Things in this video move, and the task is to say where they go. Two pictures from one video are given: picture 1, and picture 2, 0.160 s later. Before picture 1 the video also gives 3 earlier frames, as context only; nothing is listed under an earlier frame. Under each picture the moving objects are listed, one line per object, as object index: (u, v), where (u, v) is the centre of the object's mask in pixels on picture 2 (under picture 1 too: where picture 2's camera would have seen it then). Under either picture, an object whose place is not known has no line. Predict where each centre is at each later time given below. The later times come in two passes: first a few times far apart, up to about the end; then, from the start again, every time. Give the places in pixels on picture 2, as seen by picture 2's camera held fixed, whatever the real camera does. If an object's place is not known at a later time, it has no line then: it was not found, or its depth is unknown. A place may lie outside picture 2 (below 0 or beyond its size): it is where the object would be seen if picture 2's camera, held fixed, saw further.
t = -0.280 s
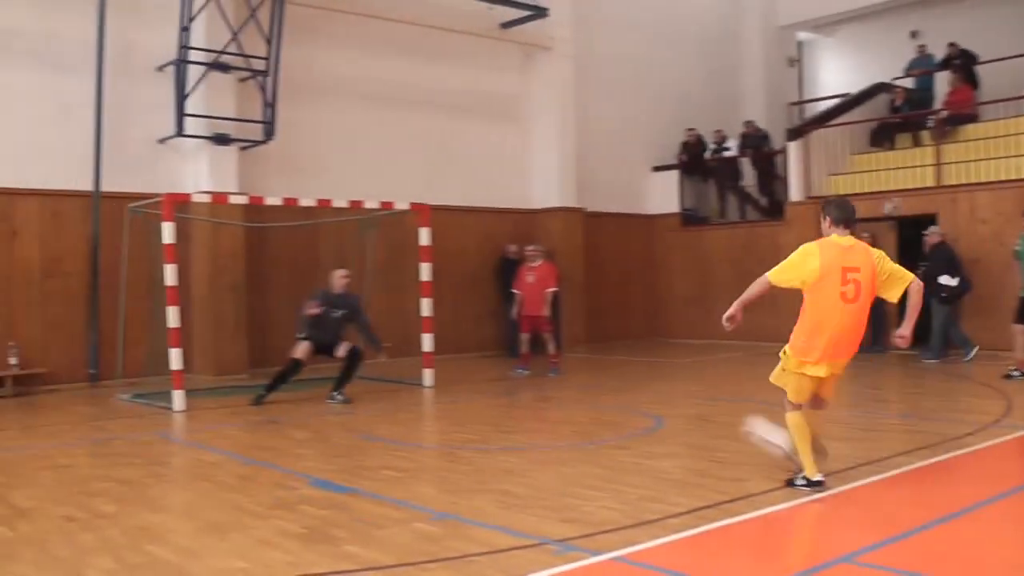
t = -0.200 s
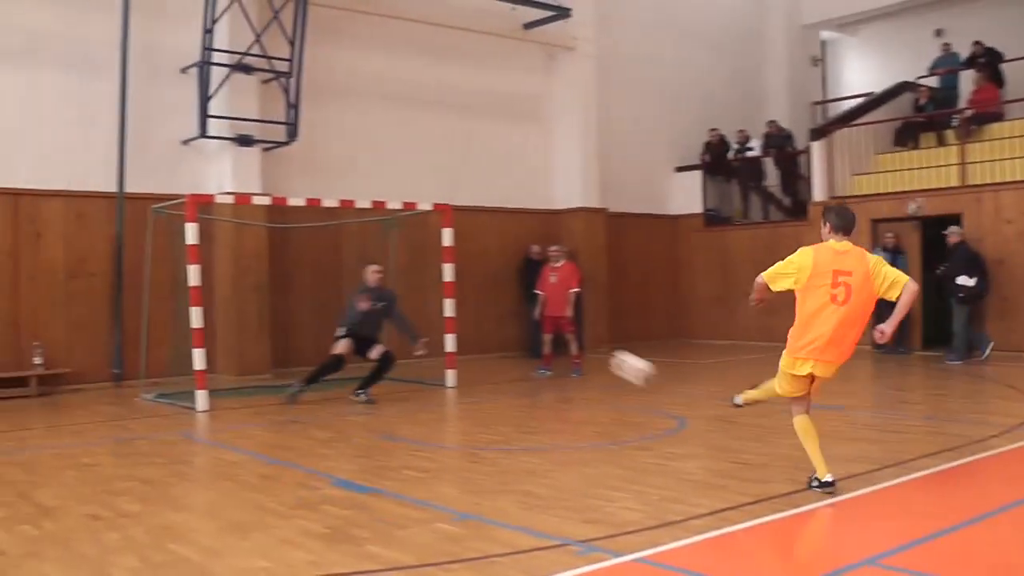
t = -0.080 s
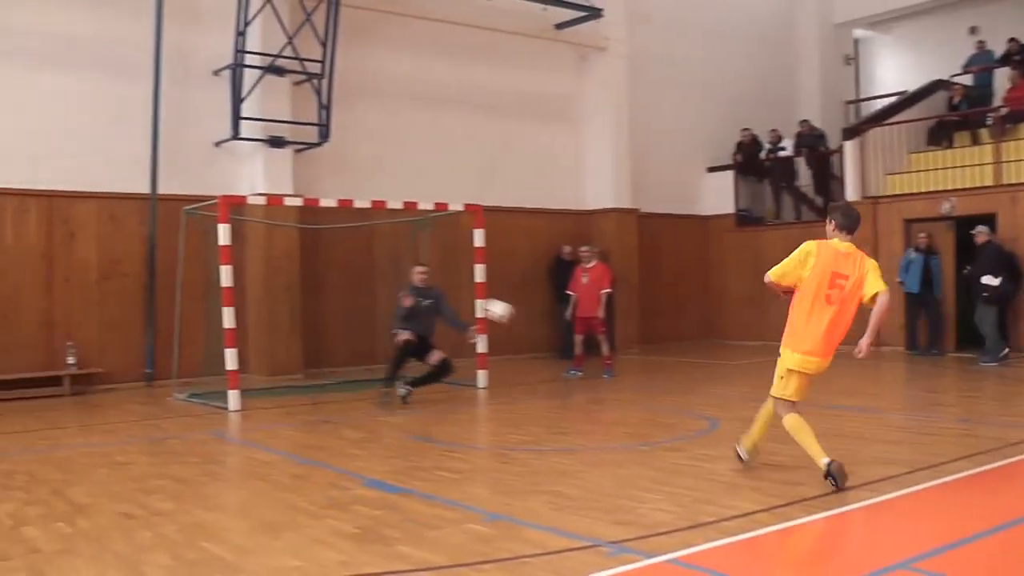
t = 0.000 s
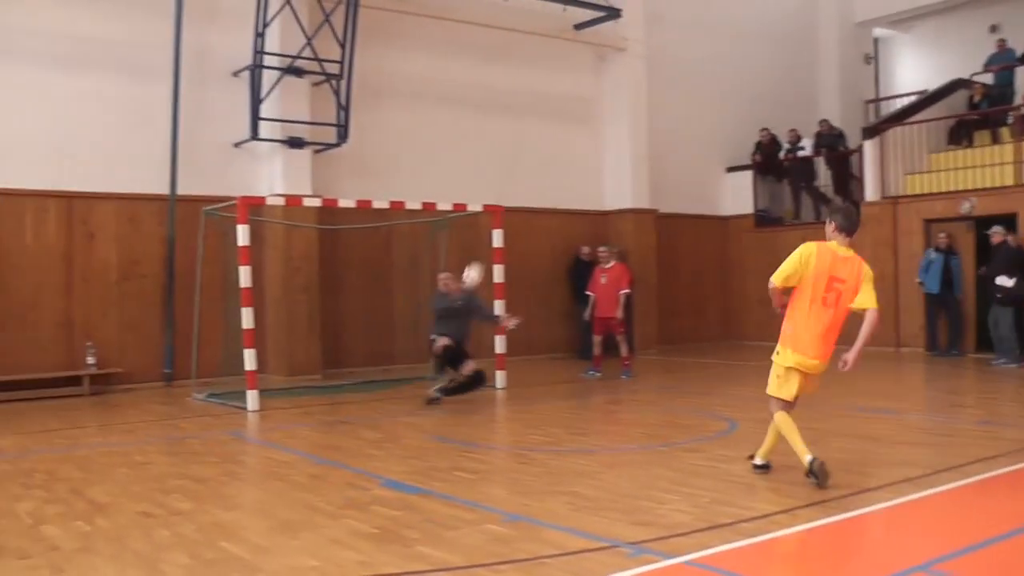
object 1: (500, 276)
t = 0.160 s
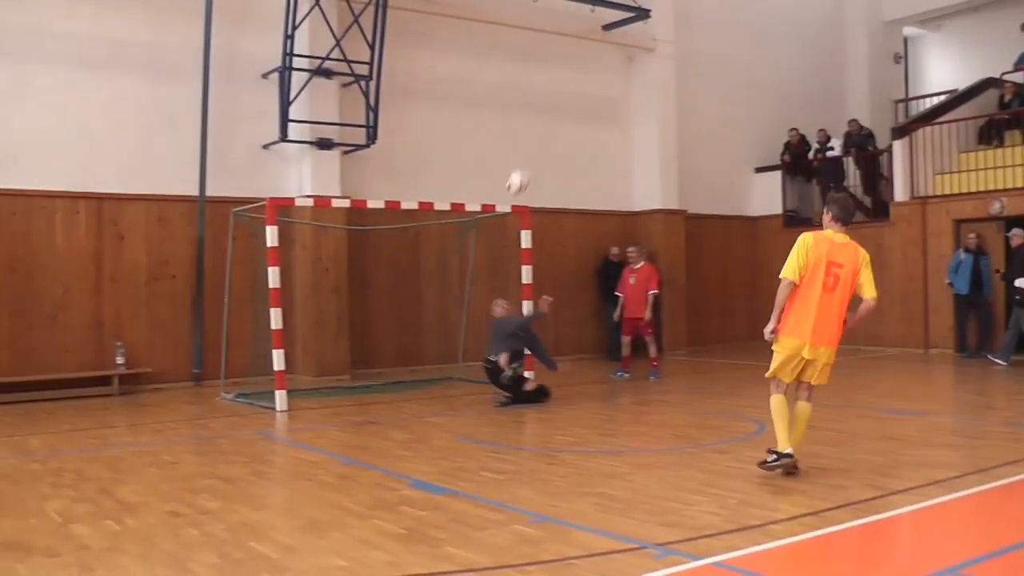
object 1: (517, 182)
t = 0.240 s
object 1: (527, 142)
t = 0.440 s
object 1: (550, 65)
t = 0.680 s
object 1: (581, 21)
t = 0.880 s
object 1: (612, 29)
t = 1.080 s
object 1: (645, 90)
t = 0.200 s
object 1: (522, 162)
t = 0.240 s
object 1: (527, 142)
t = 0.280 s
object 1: (531, 123)
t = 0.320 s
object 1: (536, 108)
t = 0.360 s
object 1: (540, 91)
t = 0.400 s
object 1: (545, 77)
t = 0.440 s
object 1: (550, 65)
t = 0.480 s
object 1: (554, 54)
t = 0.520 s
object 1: (560, 44)
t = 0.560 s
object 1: (566, 36)
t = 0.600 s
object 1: (570, 29)
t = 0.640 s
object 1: (576, 24)
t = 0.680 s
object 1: (581, 21)
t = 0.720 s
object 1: (587, 19)
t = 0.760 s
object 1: (592, 19)
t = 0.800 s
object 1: (598, 21)
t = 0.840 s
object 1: (605, 24)
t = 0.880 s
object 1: (612, 29)
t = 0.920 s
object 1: (617, 36)
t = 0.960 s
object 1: (625, 47)
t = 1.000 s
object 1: (632, 59)
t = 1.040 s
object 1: (639, 71)
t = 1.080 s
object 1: (645, 90)
